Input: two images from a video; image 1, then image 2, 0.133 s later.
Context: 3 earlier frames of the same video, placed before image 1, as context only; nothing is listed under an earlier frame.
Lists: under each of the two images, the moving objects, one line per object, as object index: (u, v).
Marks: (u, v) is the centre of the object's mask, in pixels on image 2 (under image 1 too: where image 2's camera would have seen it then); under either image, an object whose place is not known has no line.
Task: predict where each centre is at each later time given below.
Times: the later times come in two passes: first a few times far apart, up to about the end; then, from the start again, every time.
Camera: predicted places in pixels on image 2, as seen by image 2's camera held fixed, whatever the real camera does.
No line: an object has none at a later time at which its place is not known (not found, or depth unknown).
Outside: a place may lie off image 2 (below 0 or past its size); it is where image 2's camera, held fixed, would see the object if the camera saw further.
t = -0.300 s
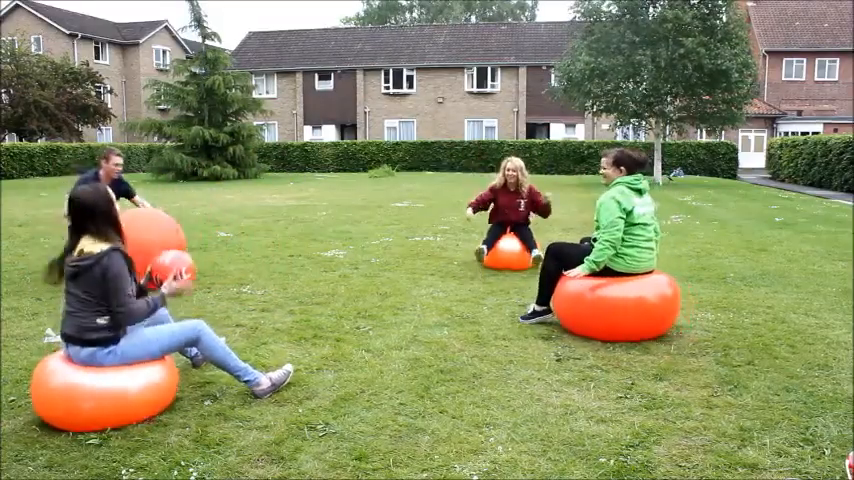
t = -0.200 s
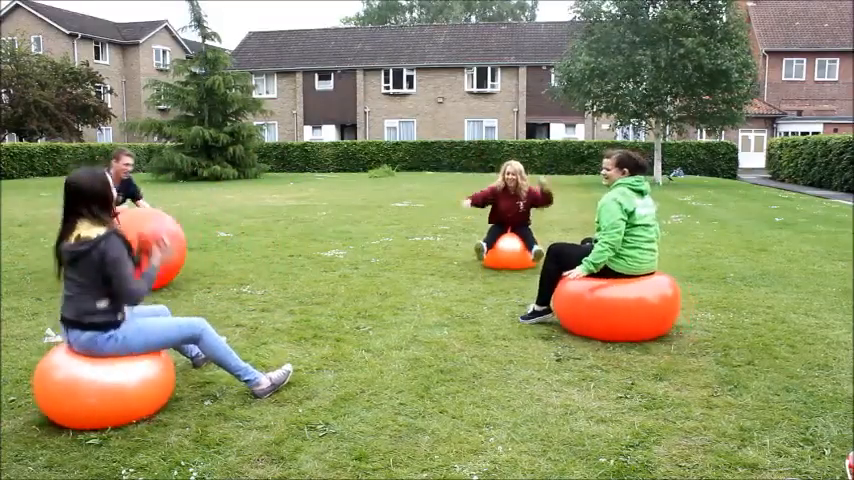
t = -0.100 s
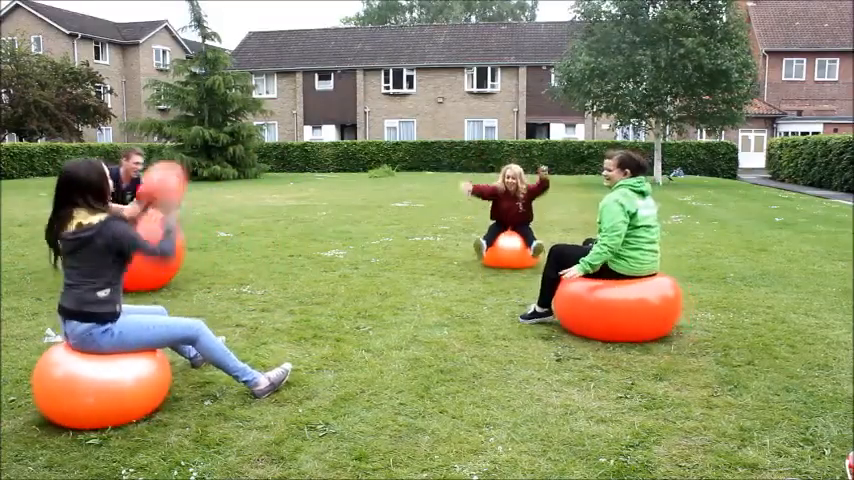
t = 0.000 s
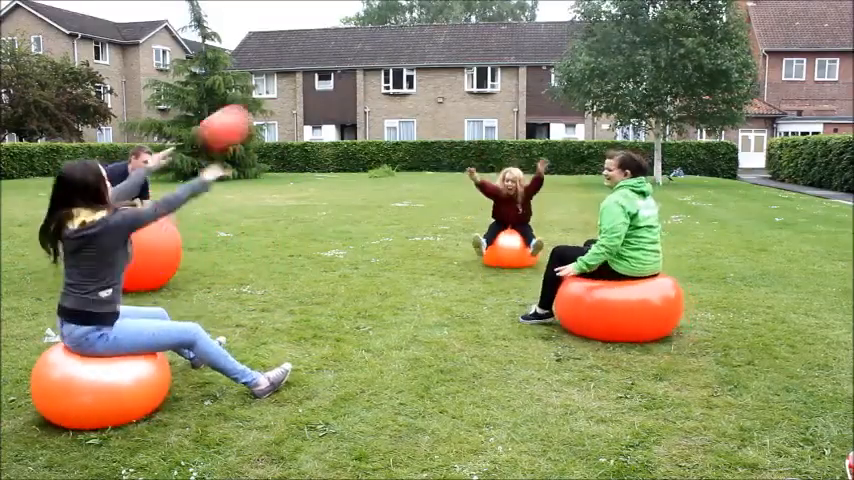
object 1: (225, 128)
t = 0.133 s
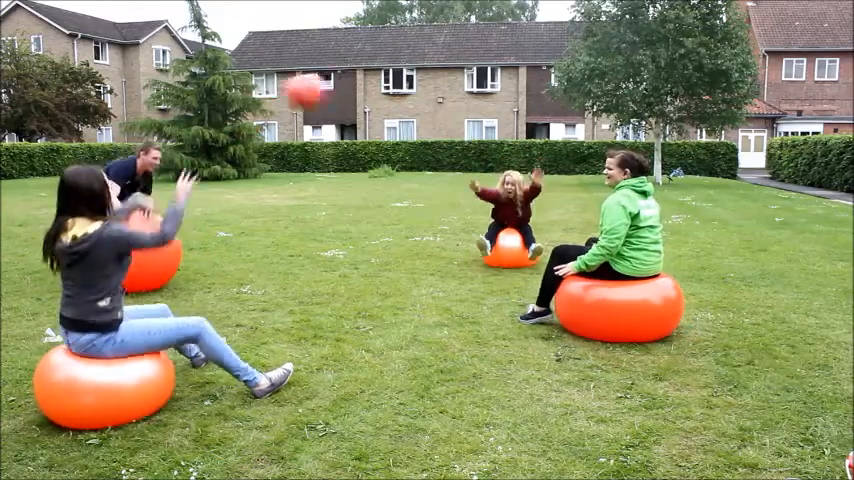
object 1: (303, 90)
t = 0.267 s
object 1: (364, 89)
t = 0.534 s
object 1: (450, 147)
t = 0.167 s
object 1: (323, 87)
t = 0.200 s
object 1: (338, 86)
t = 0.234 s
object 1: (352, 87)
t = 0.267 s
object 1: (364, 89)
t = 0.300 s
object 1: (379, 93)
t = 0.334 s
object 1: (391, 98)
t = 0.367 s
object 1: (402, 103)
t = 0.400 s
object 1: (413, 110)
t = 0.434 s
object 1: (423, 118)
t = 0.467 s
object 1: (432, 127)
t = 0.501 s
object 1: (442, 138)
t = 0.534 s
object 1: (450, 147)
